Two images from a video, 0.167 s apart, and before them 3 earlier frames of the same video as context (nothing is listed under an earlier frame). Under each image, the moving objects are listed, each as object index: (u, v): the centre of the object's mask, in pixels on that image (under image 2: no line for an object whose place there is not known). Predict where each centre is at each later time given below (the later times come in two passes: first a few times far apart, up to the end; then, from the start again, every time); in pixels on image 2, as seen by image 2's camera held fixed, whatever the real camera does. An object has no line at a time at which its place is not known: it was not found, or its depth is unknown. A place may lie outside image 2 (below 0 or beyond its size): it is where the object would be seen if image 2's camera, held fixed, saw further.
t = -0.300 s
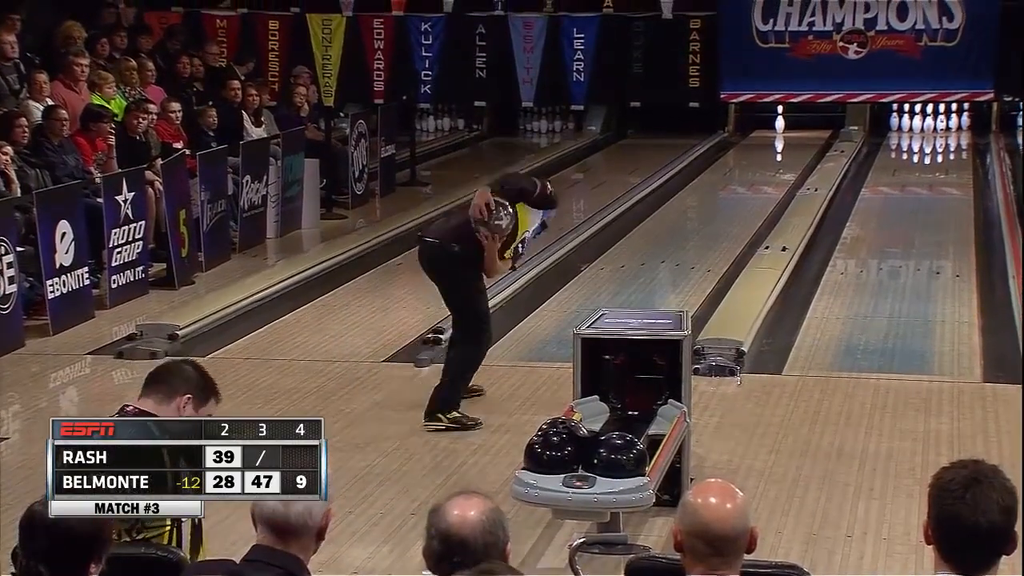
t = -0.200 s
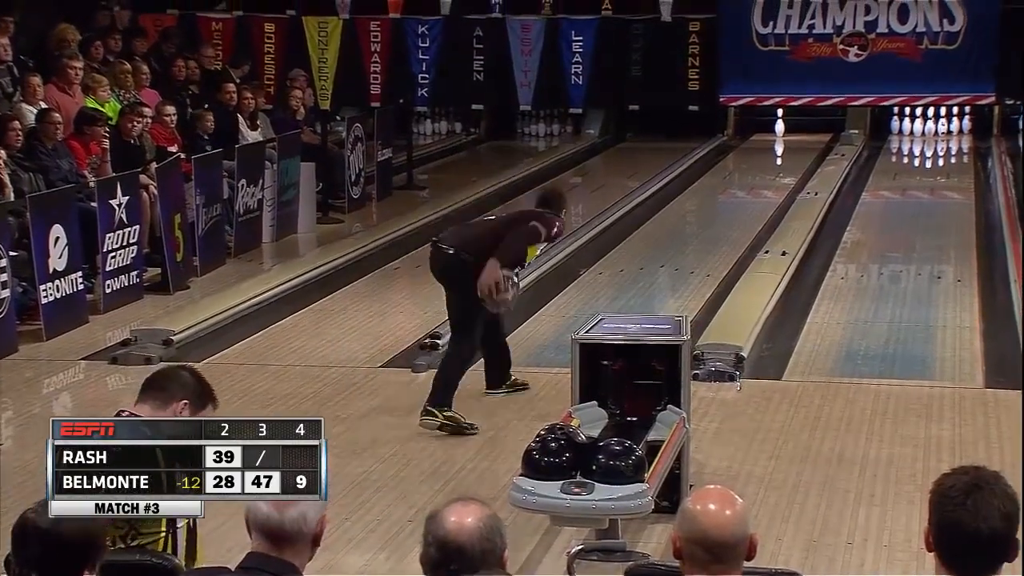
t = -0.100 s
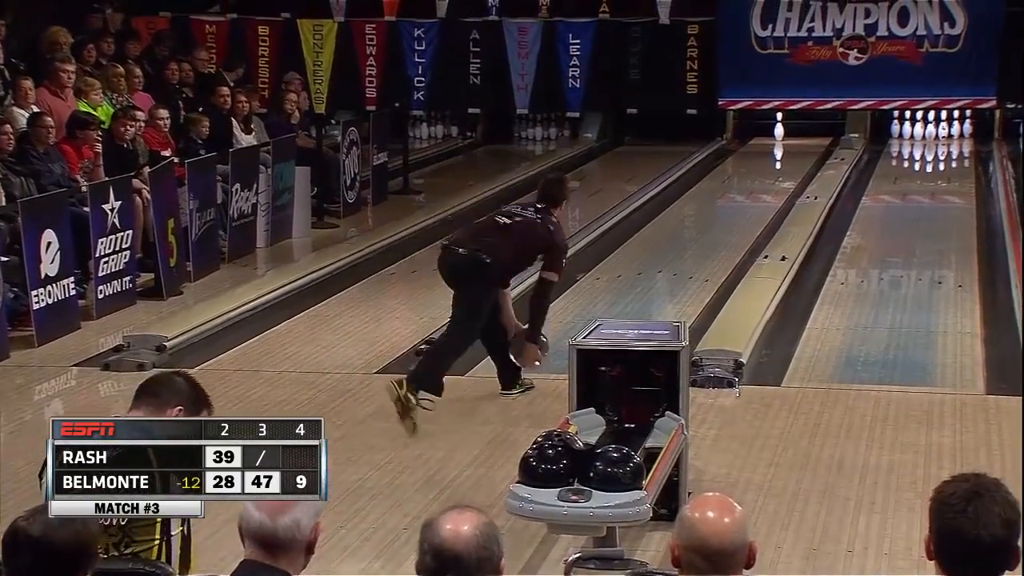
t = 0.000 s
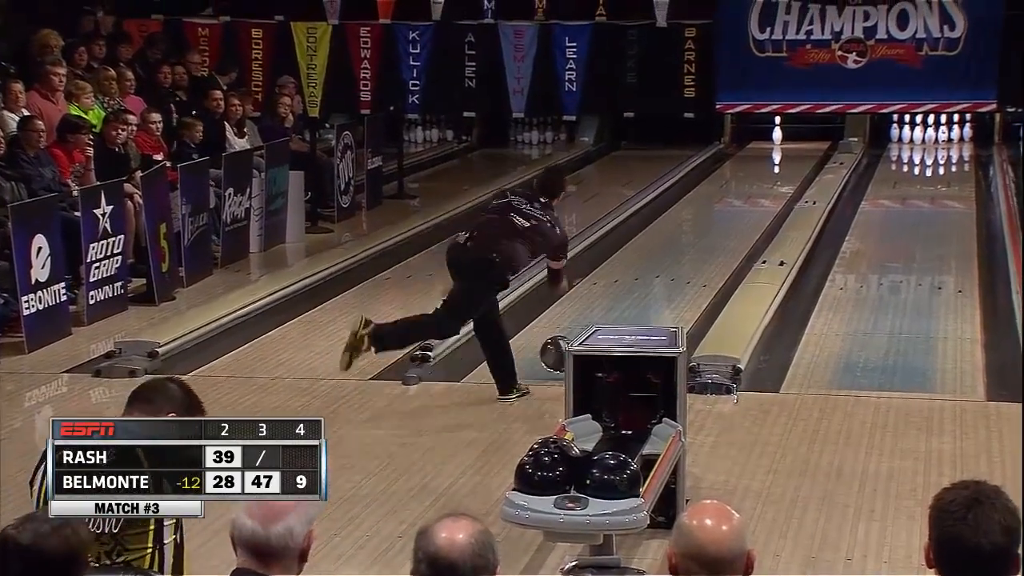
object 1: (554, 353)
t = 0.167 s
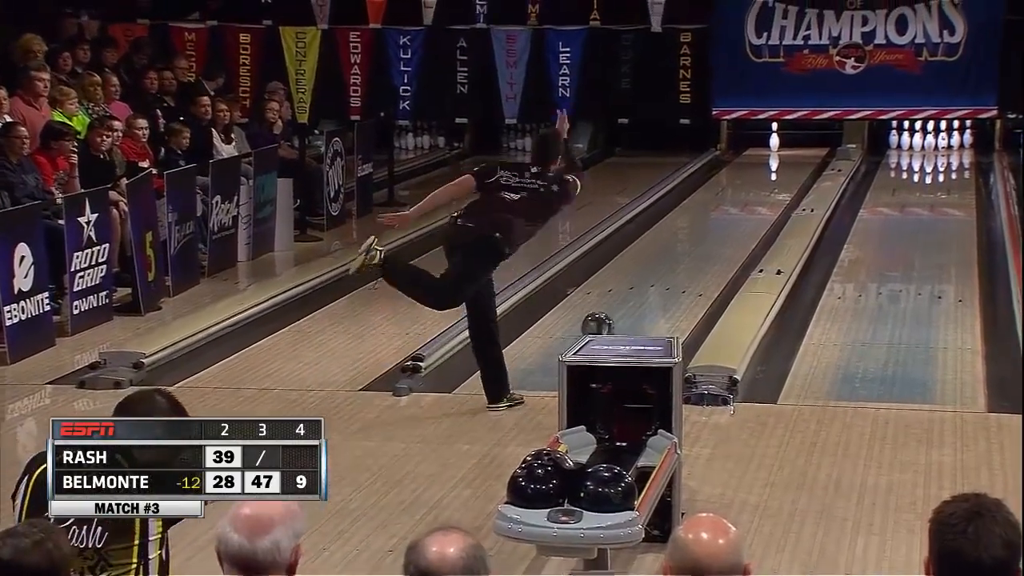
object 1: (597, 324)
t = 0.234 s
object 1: (612, 315)
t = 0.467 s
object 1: (657, 274)
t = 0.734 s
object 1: (696, 240)
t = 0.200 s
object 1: (605, 320)
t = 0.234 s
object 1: (612, 315)
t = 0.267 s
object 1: (620, 308)
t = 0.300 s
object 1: (626, 301)
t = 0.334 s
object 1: (633, 296)
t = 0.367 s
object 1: (639, 290)
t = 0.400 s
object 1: (646, 285)
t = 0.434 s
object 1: (651, 279)
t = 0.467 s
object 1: (657, 274)
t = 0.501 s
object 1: (663, 270)
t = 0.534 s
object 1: (668, 265)
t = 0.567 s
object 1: (673, 260)
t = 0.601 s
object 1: (678, 256)
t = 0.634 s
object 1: (683, 252)
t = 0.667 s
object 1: (687, 248)
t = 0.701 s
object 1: (692, 244)
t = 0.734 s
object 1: (696, 240)
